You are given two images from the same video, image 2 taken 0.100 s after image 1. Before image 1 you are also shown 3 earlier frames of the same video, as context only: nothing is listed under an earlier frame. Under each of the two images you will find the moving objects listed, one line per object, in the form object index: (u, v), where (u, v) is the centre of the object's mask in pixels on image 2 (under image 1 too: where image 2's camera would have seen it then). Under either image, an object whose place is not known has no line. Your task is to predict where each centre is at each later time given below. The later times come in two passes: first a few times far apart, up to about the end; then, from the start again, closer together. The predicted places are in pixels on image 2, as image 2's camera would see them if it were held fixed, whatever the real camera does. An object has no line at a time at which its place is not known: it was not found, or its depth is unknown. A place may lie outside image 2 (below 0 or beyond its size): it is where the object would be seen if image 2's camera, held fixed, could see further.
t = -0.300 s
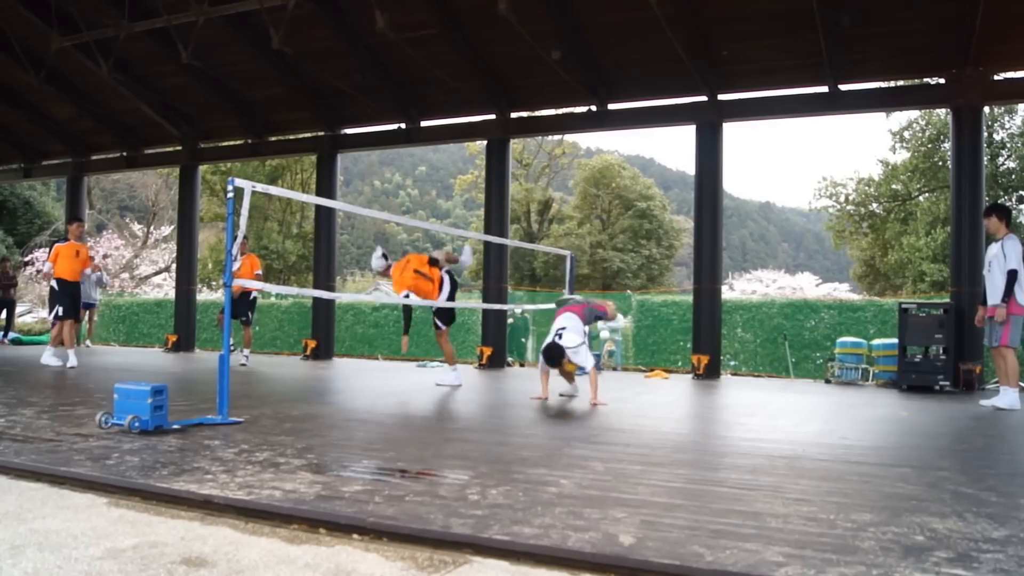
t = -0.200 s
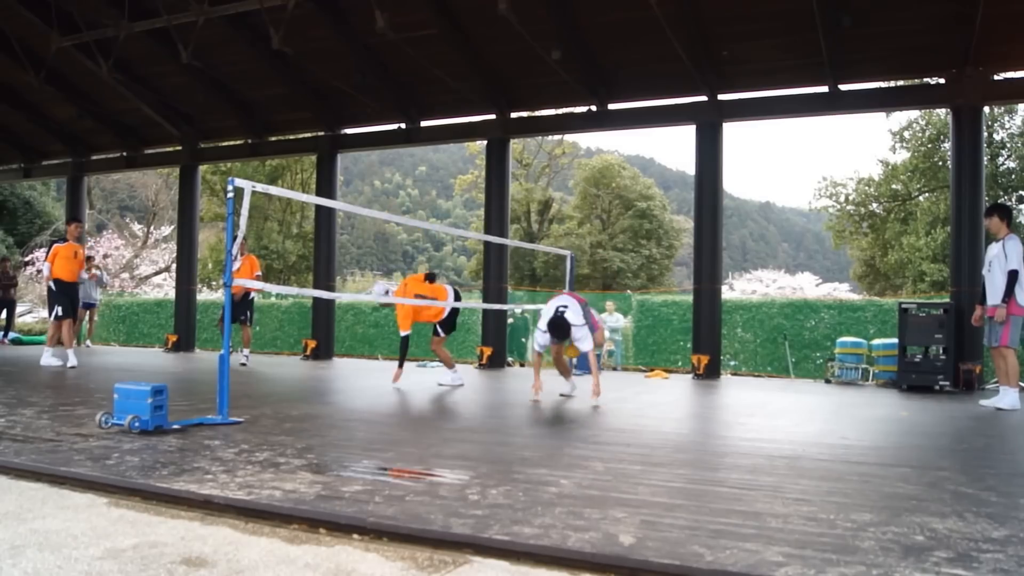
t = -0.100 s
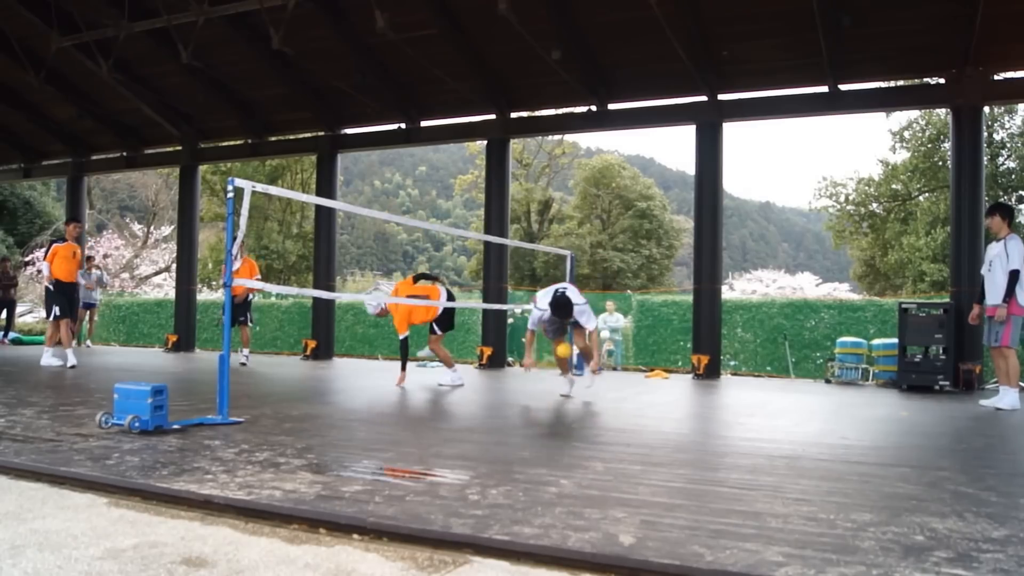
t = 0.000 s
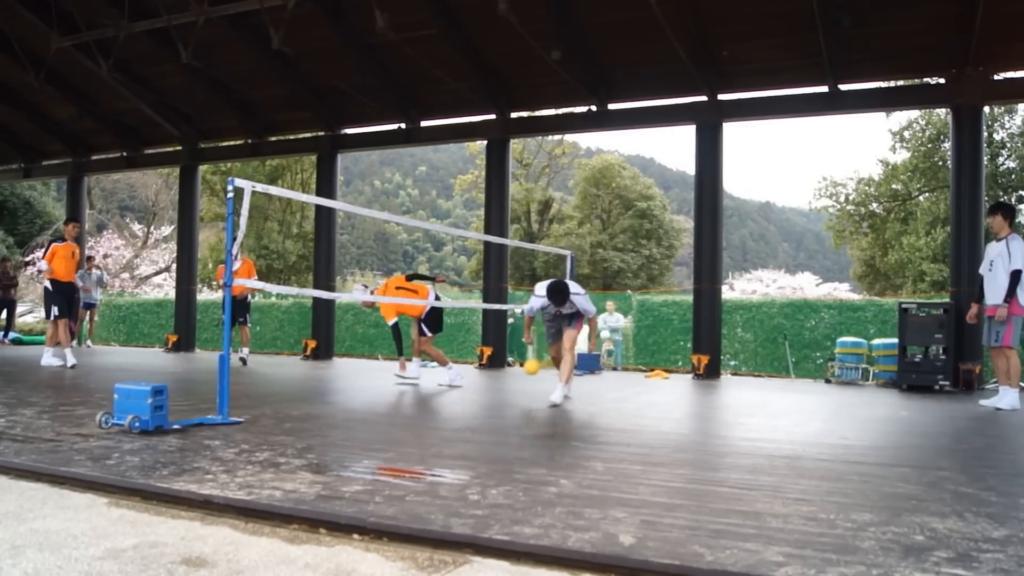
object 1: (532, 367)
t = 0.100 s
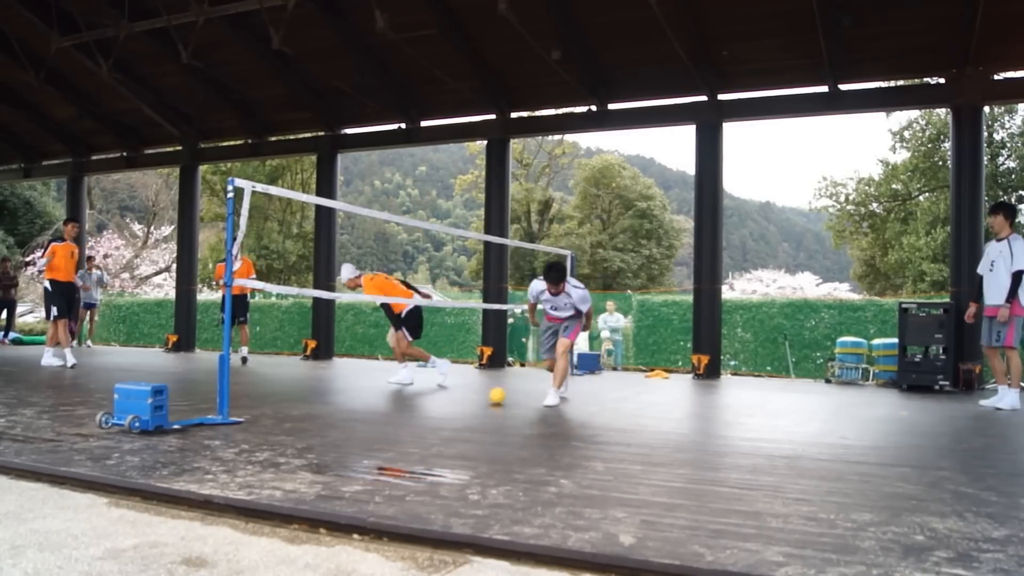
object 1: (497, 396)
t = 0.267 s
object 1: (456, 371)
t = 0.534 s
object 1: (382, 401)
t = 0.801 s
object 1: (290, 405)
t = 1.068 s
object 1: (196, 390)
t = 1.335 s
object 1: (112, 394)
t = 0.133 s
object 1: (489, 388)
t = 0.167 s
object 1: (481, 382)
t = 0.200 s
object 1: (473, 377)
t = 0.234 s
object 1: (465, 373)
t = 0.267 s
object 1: (456, 371)
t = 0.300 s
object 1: (448, 370)
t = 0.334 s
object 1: (439, 370)
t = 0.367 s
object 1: (430, 372)
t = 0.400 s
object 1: (421, 375)
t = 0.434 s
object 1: (411, 380)
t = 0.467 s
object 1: (401, 386)
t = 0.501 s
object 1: (392, 394)
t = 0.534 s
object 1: (382, 401)
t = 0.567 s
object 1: (371, 396)
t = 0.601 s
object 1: (360, 393)
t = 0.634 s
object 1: (349, 391)
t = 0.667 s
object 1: (338, 391)
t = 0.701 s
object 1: (326, 392)
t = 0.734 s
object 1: (315, 395)
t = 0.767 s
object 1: (302, 400)
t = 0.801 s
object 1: (290, 405)
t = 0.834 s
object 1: (278, 403)
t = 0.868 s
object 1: (266, 403)
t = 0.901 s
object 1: (253, 404)
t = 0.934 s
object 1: (240, 407)
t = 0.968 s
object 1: (233, 406)
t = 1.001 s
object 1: (210, 405)
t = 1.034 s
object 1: (205, 397)
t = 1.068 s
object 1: (196, 390)
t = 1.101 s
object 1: (187, 384)
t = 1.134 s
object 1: (178, 381)
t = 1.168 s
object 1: (169, 378)
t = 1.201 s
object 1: (159, 376)
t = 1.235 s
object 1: (150, 376)
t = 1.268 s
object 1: (140, 377)
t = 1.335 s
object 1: (112, 394)
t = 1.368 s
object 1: (107, 401)
